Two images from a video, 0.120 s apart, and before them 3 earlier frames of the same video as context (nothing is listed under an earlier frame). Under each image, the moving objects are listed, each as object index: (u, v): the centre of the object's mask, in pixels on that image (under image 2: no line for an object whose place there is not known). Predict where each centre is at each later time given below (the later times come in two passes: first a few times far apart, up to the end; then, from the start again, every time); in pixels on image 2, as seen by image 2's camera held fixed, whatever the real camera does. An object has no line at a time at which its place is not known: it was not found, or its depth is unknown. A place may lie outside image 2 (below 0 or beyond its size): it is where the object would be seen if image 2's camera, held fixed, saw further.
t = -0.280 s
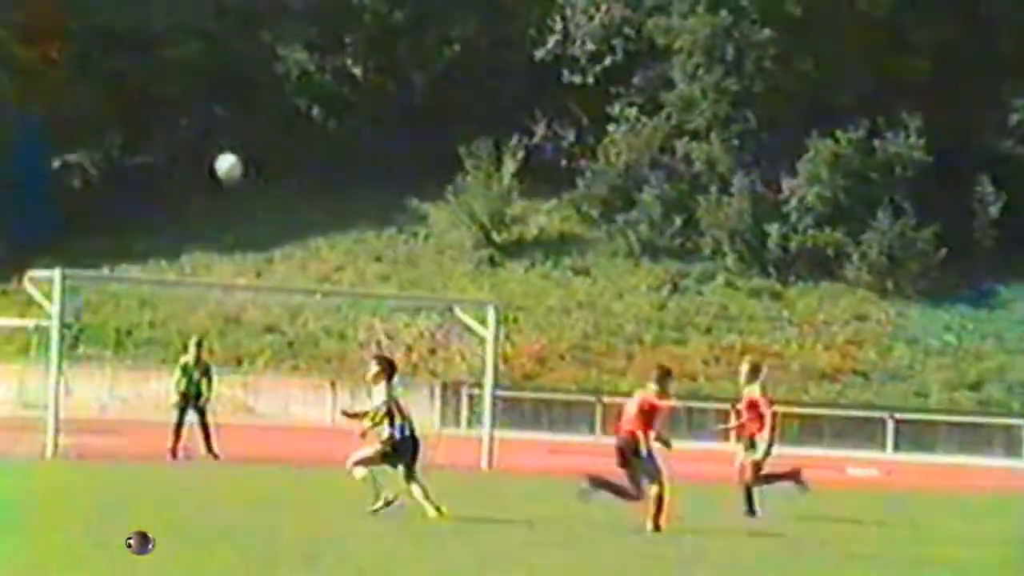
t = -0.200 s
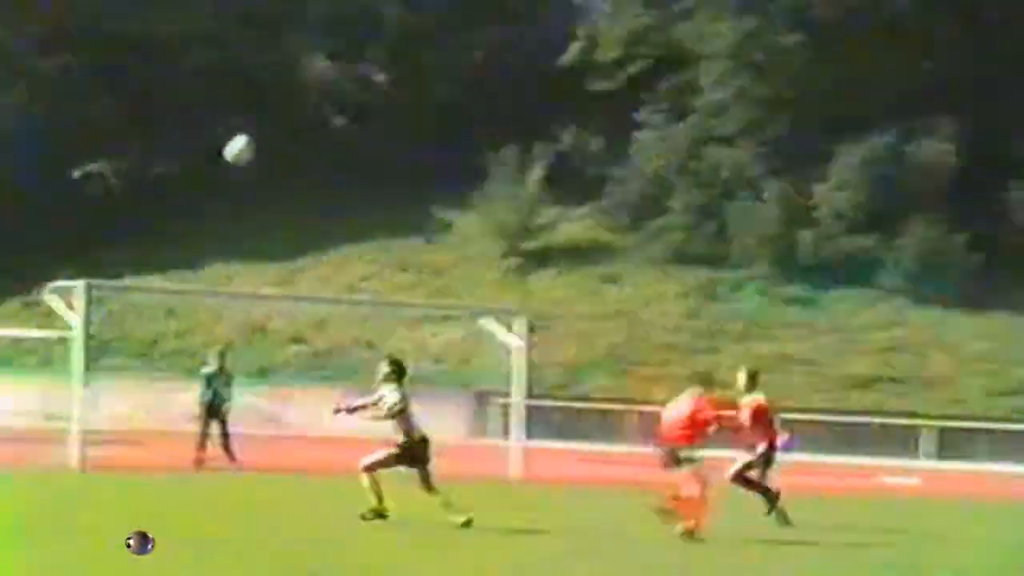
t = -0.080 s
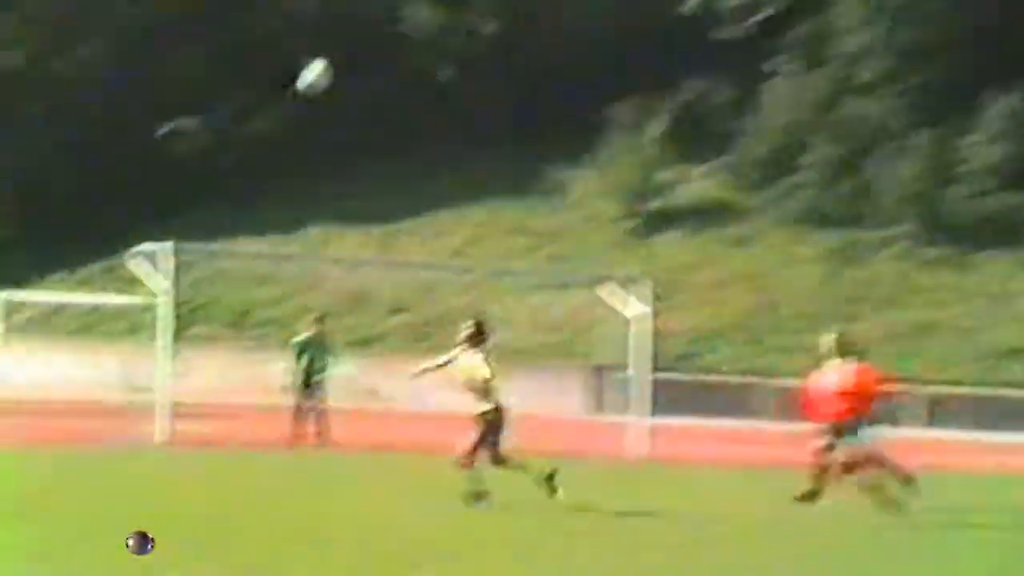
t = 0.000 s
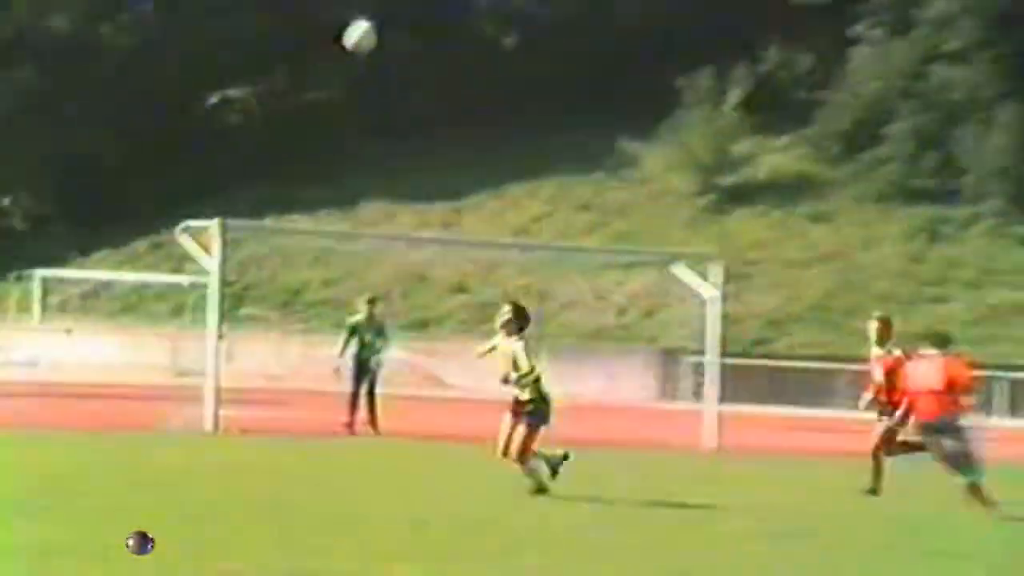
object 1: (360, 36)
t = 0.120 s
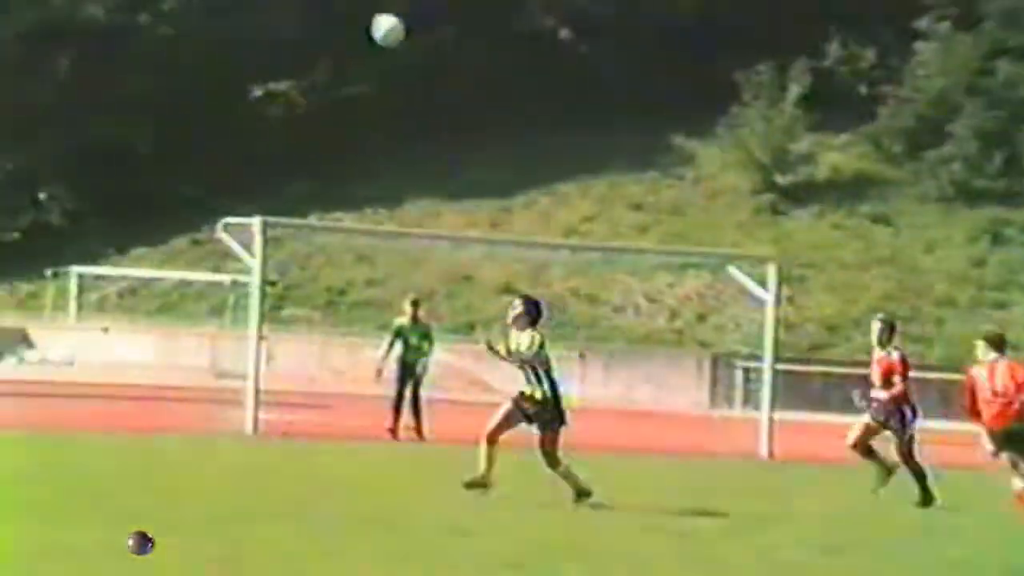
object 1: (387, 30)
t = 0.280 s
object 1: (359, 64)
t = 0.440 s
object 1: (328, 132)
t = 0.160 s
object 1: (379, 34)
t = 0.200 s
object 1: (372, 42)
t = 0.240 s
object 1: (366, 52)
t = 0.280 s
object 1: (359, 64)
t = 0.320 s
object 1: (352, 79)
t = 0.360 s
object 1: (344, 94)
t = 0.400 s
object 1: (339, 112)
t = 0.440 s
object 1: (328, 132)
